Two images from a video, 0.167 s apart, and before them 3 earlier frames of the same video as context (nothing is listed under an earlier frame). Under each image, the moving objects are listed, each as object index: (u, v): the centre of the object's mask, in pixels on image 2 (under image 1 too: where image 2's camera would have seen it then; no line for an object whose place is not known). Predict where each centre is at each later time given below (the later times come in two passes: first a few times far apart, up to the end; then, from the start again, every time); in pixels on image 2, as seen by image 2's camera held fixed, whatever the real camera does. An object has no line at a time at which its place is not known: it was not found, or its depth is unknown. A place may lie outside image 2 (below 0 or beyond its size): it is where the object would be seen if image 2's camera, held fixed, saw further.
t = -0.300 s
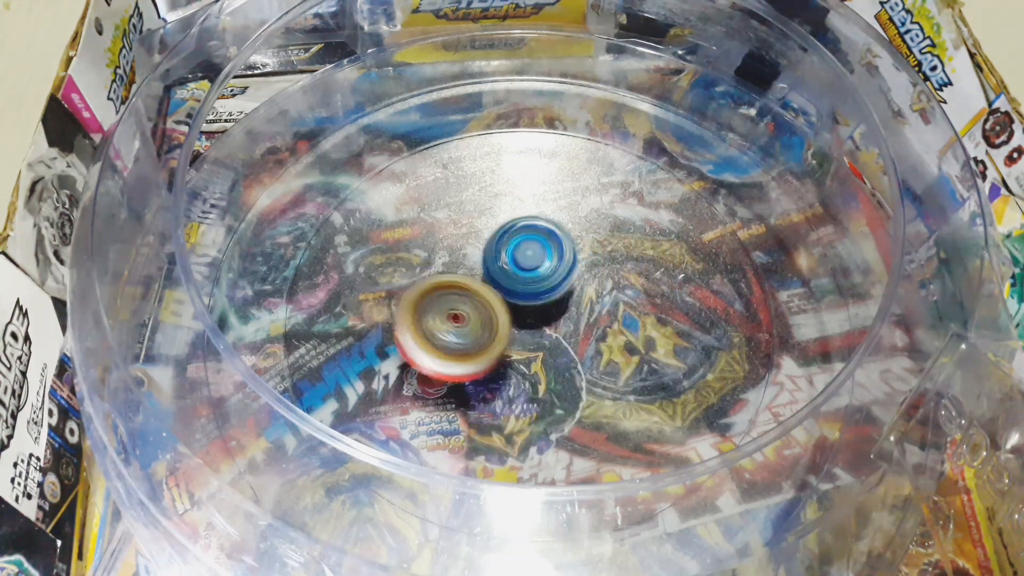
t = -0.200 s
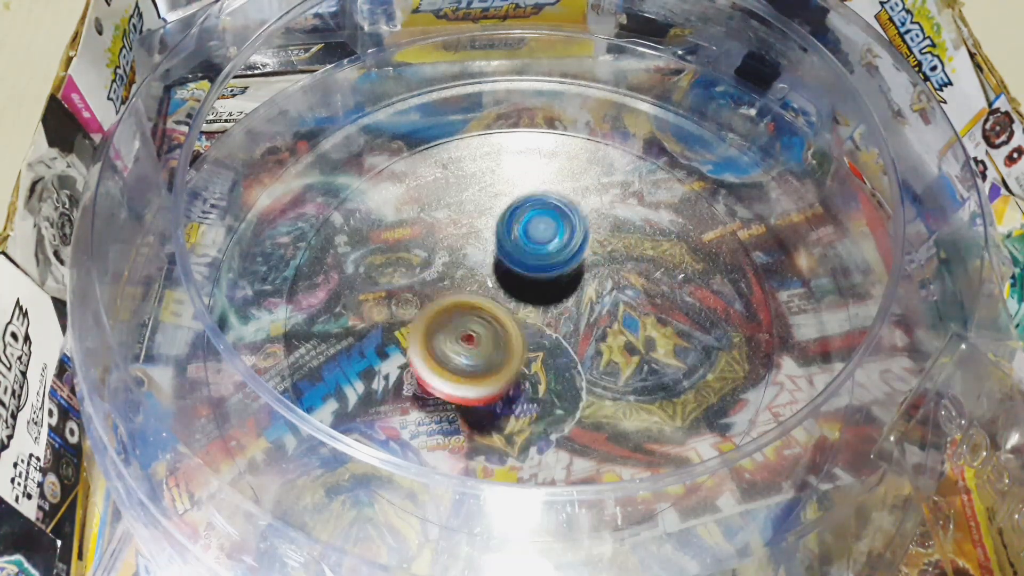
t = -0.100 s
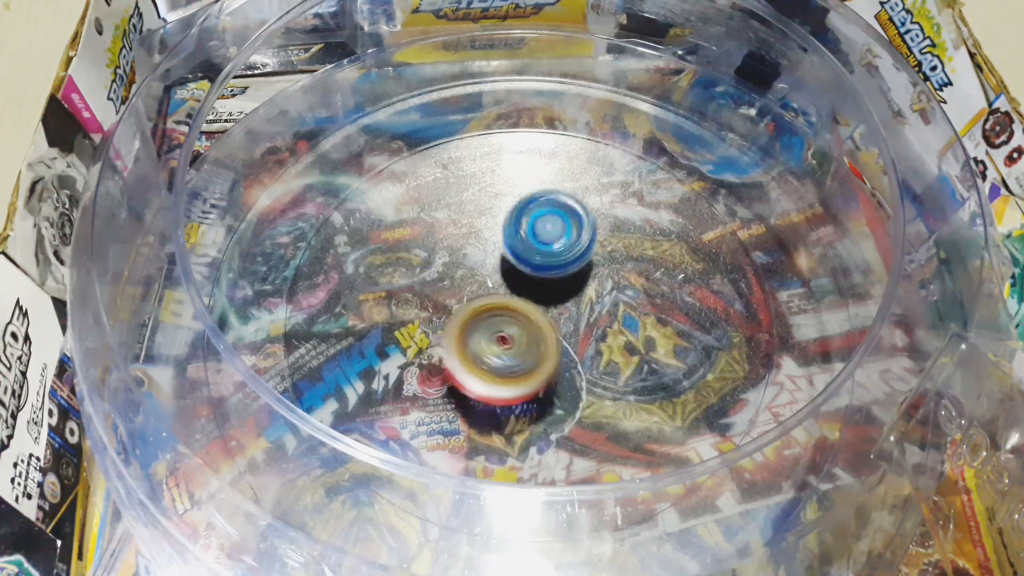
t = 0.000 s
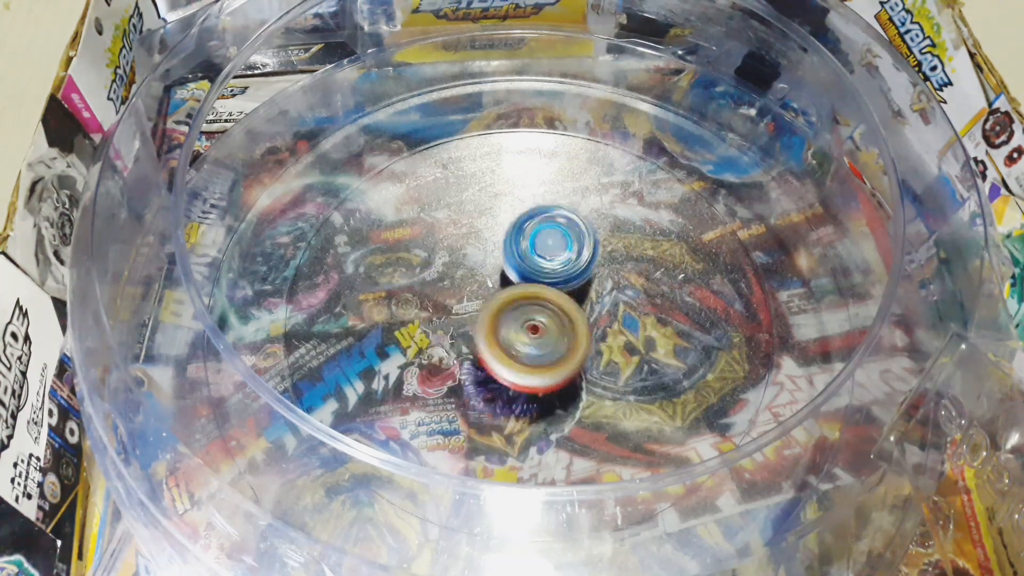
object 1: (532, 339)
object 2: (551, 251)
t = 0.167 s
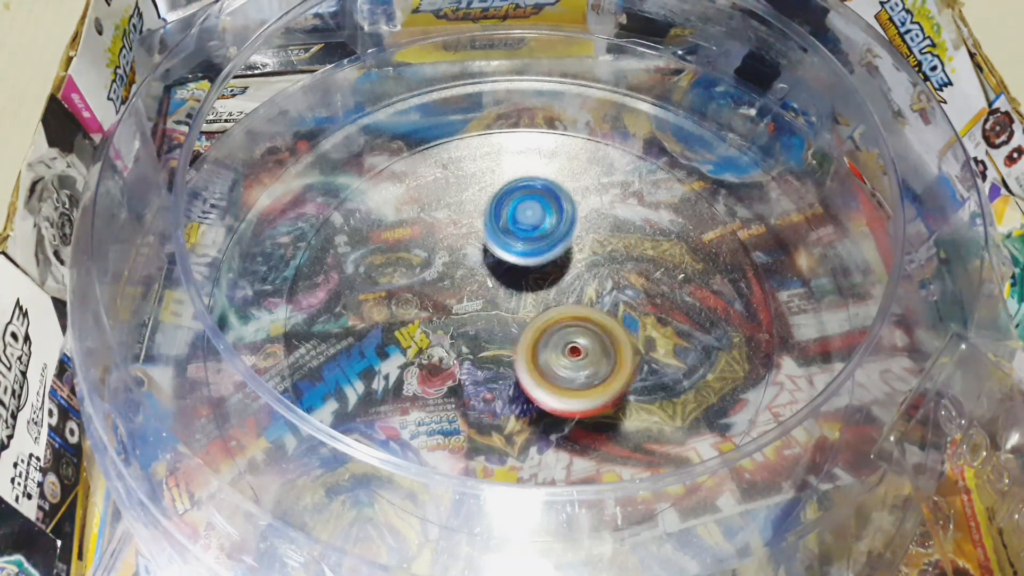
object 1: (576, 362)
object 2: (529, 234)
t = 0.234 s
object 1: (588, 355)
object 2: (528, 240)
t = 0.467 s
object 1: (620, 316)
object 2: (512, 267)
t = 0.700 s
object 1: (604, 286)
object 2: (474, 290)
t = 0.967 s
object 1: (573, 292)
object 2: (442, 303)
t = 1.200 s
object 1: (561, 322)
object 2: (441, 317)
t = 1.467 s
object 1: (588, 339)
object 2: (473, 338)
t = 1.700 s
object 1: (631, 331)
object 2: (452, 324)
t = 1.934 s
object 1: (620, 308)
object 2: (502, 316)
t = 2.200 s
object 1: (624, 291)
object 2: (497, 308)
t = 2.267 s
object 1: (616, 288)
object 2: (494, 309)
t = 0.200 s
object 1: (580, 360)
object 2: (528, 236)
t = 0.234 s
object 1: (588, 355)
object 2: (528, 240)
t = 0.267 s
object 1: (594, 350)
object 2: (528, 245)
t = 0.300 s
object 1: (600, 344)
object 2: (529, 250)
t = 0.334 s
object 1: (605, 336)
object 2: (529, 254)
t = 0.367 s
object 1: (607, 327)
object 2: (528, 259)
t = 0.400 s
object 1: (608, 320)
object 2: (527, 264)
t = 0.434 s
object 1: (615, 318)
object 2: (520, 266)
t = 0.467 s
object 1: (620, 316)
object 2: (512, 267)
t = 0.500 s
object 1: (620, 304)
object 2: (501, 271)
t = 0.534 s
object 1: (616, 299)
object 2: (497, 276)
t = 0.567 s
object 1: (610, 294)
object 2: (496, 280)
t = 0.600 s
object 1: (604, 290)
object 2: (495, 284)
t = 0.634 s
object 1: (608, 288)
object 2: (486, 283)
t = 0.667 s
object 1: (609, 288)
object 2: (478, 286)
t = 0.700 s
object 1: (604, 286)
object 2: (474, 290)
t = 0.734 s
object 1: (598, 284)
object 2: (472, 291)
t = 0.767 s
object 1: (590, 284)
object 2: (472, 294)
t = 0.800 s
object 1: (583, 286)
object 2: (473, 295)
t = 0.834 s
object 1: (587, 286)
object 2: (466, 295)
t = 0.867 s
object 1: (589, 286)
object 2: (458, 296)
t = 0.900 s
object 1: (585, 286)
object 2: (449, 298)
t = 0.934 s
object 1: (579, 289)
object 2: (443, 301)
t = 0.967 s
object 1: (573, 292)
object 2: (442, 303)
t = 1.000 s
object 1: (568, 296)
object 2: (443, 305)
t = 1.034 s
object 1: (563, 300)
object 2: (446, 307)
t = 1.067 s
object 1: (561, 305)
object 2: (446, 308)
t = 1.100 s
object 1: (563, 310)
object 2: (441, 310)
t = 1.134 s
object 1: (563, 314)
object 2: (439, 313)
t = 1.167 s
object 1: (562, 318)
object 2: (439, 314)
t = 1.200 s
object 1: (561, 322)
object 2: (441, 317)
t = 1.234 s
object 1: (560, 327)
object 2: (444, 319)
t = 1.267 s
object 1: (562, 331)
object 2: (447, 321)
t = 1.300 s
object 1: (570, 335)
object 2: (446, 323)
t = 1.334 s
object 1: (575, 336)
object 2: (449, 326)
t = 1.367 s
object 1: (579, 338)
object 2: (454, 329)
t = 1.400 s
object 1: (584, 339)
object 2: (459, 332)
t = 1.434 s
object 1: (587, 340)
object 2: (464, 335)
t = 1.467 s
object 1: (588, 339)
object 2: (473, 338)
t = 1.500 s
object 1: (590, 339)
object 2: (476, 339)
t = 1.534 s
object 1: (595, 340)
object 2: (476, 337)
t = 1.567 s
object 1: (597, 339)
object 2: (477, 336)
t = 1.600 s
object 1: (596, 337)
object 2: (481, 336)
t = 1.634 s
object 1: (610, 337)
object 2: (471, 335)
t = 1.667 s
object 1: (624, 335)
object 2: (457, 329)
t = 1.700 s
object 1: (631, 331)
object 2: (452, 324)
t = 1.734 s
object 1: (633, 327)
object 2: (453, 321)
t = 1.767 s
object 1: (635, 324)
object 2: (459, 319)
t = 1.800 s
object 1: (634, 321)
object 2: (467, 316)
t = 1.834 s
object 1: (631, 317)
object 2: (477, 315)
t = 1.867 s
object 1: (628, 313)
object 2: (487, 314)
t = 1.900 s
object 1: (622, 310)
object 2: (499, 315)
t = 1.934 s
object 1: (620, 308)
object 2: (502, 316)
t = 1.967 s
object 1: (638, 307)
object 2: (488, 314)
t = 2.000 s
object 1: (648, 303)
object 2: (479, 314)
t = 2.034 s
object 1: (649, 299)
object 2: (477, 314)
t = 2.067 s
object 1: (648, 296)
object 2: (478, 313)
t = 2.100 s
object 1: (644, 294)
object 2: (481, 311)
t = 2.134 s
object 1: (638, 293)
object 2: (487, 310)
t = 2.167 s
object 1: (631, 292)
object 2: (492, 308)
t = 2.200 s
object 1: (624, 291)
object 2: (497, 308)
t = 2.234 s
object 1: (615, 291)
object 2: (502, 310)
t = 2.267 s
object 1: (616, 288)
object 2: (494, 309)
